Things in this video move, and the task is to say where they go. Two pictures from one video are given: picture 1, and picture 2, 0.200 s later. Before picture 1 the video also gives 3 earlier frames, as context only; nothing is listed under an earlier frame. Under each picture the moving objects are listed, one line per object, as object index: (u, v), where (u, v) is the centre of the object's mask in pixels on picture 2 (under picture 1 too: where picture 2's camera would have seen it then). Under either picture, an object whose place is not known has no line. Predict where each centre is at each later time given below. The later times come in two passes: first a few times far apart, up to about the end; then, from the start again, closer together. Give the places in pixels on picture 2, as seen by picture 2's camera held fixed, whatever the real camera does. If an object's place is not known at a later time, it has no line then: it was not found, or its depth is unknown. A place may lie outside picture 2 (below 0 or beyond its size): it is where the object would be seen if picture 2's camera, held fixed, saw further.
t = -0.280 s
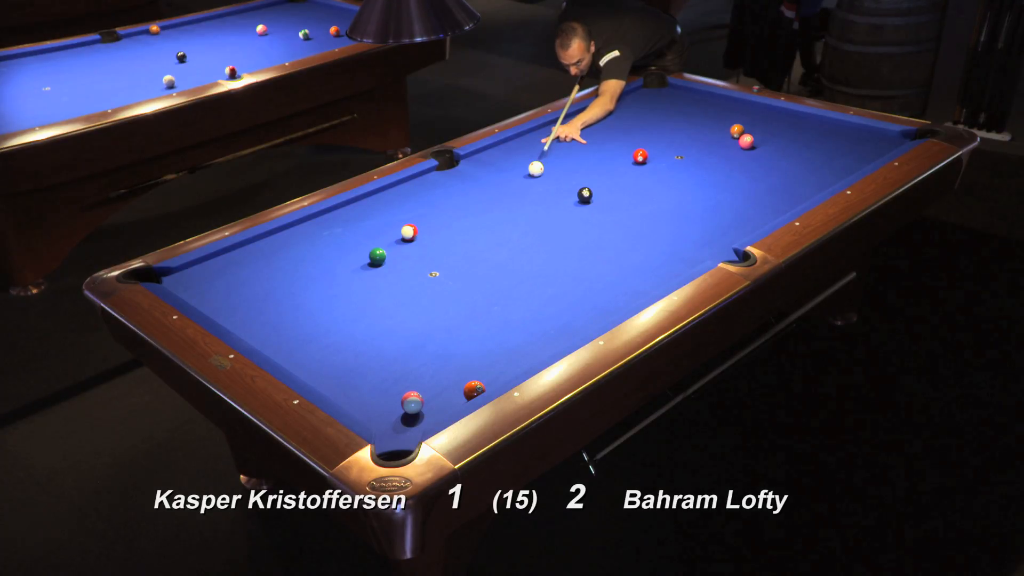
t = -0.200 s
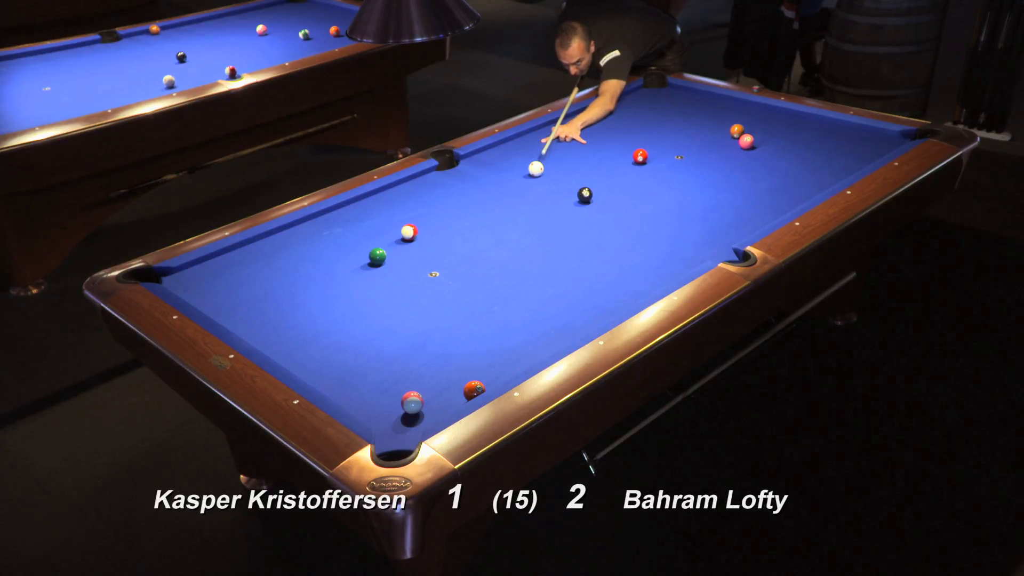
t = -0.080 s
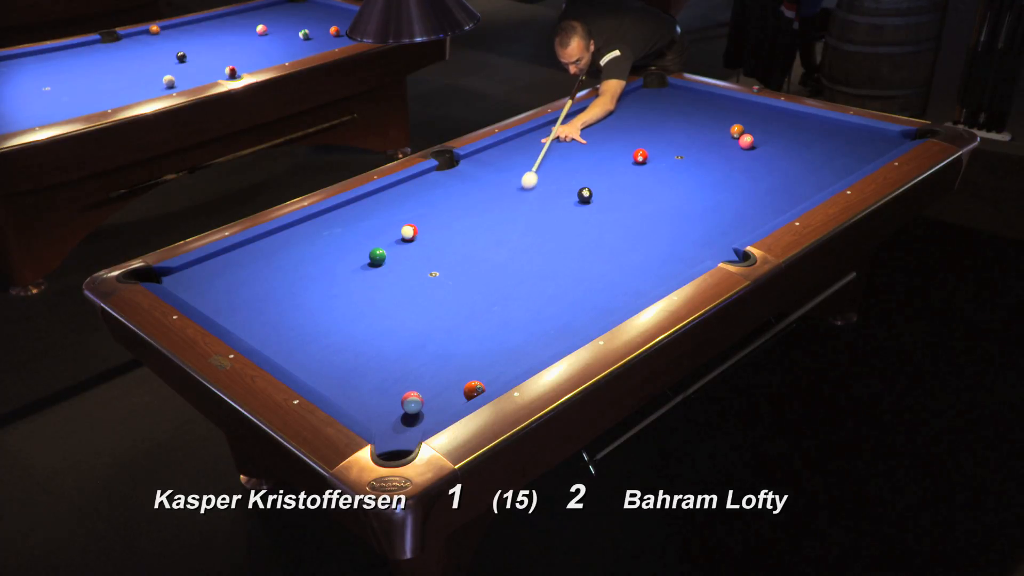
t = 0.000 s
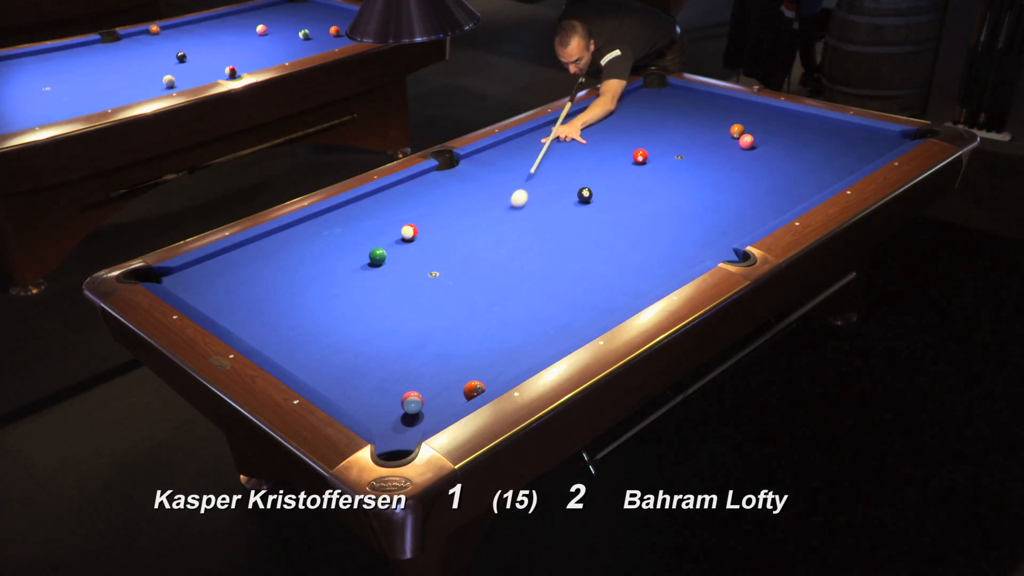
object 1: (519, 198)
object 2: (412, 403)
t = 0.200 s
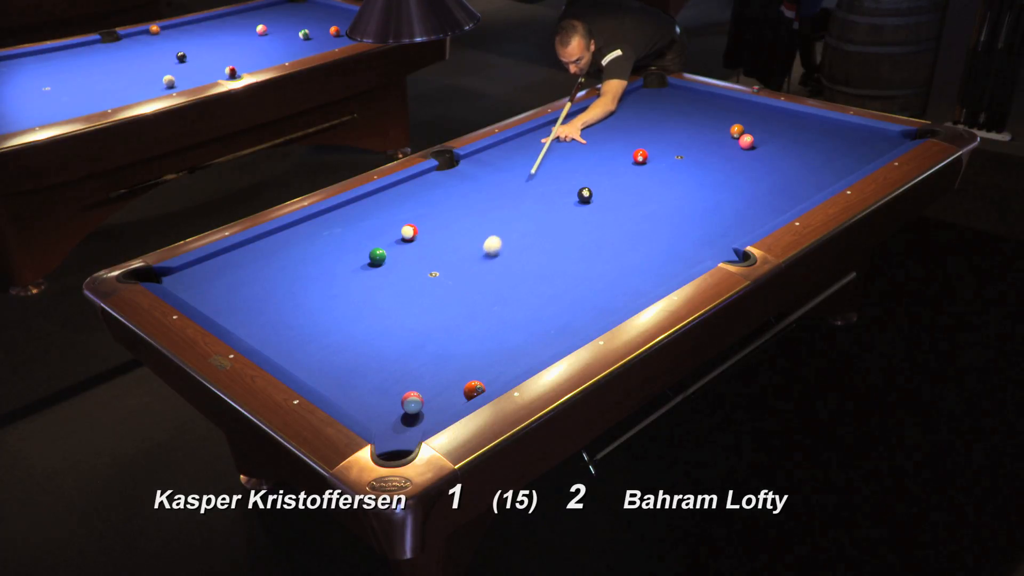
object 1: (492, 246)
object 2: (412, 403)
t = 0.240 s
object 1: (486, 256)
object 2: (412, 403)
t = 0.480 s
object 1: (446, 330)
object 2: (412, 403)
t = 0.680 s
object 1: (402, 391)
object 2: (413, 415)
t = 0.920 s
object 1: (364, 400)
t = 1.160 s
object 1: (385, 379)
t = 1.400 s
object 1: (404, 360)
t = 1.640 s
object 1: (422, 342)
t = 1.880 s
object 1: (437, 327)
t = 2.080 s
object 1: (449, 315)
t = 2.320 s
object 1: (461, 302)
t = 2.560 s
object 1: (473, 290)
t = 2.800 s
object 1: (483, 279)
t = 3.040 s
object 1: (492, 270)
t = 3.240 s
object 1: (499, 262)
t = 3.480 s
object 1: (506, 254)
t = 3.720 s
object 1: (512, 248)
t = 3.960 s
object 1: (517, 241)
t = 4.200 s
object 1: (522, 235)
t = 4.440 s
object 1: (526, 230)
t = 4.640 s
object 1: (529, 227)
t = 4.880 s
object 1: (532, 223)
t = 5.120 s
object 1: (534, 220)
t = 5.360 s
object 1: (536, 217)
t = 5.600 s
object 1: (537, 215)
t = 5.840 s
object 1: (539, 214)
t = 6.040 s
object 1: (539, 213)
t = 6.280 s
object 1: (540, 212)
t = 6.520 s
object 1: (540, 212)
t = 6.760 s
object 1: (540, 212)
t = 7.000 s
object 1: (540, 212)
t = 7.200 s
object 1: (540, 212)
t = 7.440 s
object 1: (540, 212)
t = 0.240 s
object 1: (486, 256)
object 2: (412, 403)
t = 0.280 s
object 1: (480, 266)
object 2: (412, 403)
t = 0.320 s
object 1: (474, 278)
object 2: (412, 403)
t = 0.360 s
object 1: (467, 291)
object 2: (412, 403)
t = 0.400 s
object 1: (460, 303)
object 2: (412, 403)
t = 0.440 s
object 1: (453, 316)
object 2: (412, 403)
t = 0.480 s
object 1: (446, 330)
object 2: (412, 403)
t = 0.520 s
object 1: (438, 344)
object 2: (412, 403)
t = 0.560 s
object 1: (430, 358)
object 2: (412, 403)
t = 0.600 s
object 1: (421, 372)
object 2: (412, 403)
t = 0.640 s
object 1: (412, 384)
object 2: (412, 403)
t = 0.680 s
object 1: (402, 391)
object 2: (413, 415)
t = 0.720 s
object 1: (391, 394)
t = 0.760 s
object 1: (381, 397)
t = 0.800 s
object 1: (371, 401)
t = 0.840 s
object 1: (361, 404)
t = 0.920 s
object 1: (364, 400)
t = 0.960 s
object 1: (368, 396)
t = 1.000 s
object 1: (371, 393)
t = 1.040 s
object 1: (375, 389)
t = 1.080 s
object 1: (378, 386)
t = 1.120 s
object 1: (382, 382)
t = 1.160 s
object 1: (385, 379)
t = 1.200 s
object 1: (389, 375)
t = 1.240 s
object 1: (392, 372)
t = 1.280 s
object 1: (395, 369)
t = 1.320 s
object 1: (399, 366)
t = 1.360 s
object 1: (401, 363)
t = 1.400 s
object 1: (404, 360)
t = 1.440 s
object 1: (408, 357)
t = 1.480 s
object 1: (411, 353)
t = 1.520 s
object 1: (413, 351)
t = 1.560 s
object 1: (416, 348)
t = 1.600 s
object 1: (419, 345)
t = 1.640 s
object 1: (422, 342)
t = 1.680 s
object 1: (424, 340)
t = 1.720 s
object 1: (427, 337)
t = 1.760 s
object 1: (430, 334)
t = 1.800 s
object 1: (432, 332)
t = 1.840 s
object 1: (435, 329)
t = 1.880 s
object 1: (437, 327)
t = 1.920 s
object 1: (440, 324)
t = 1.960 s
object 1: (442, 322)
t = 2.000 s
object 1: (444, 319)
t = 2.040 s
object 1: (447, 317)
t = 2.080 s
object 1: (449, 315)
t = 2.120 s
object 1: (451, 312)
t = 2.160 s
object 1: (453, 310)
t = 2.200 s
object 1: (455, 308)
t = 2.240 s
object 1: (457, 306)
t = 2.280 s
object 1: (460, 304)
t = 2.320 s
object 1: (461, 302)
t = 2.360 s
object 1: (463, 300)
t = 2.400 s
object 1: (465, 297)
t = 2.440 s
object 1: (467, 295)
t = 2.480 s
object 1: (469, 294)
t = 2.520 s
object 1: (471, 291)
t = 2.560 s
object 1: (473, 290)
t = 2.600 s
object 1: (474, 288)
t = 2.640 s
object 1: (476, 286)
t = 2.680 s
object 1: (478, 284)
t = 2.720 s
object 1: (479, 282)
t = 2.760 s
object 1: (481, 281)
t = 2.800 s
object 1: (483, 279)
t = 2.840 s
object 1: (485, 277)
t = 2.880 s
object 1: (486, 276)
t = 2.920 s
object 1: (487, 274)
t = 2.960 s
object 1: (489, 273)
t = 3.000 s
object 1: (490, 271)
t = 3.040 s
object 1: (492, 270)
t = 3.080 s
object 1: (493, 268)
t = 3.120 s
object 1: (495, 266)
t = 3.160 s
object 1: (496, 265)
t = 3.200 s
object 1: (497, 264)
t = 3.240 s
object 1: (499, 262)
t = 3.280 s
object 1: (500, 261)
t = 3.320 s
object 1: (501, 259)
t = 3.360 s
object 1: (502, 258)
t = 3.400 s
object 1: (504, 257)
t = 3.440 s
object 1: (505, 255)
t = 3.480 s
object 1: (506, 254)
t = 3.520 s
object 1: (507, 253)
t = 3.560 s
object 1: (508, 252)
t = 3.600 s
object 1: (509, 251)
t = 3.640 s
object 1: (510, 250)
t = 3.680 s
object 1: (511, 249)
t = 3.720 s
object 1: (512, 248)
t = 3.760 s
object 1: (513, 246)
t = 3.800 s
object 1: (514, 245)
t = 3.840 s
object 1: (515, 244)
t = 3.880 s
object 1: (516, 243)
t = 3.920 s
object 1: (517, 242)
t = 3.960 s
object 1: (517, 241)
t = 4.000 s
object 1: (518, 240)
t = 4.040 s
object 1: (519, 239)
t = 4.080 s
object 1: (520, 238)
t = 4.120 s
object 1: (521, 237)
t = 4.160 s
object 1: (521, 236)
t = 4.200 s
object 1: (522, 235)
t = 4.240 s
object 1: (523, 235)
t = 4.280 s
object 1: (523, 234)
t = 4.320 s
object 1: (524, 233)
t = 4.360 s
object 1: (524, 232)
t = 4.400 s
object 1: (525, 231)
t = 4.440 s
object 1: (526, 230)
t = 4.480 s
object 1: (526, 230)
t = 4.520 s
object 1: (527, 229)
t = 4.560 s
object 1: (528, 228)
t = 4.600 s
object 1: (528, 227)
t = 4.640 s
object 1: (529, 227)
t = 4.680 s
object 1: (529, 226)
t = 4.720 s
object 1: (530, 226)
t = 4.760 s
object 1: (530, 225)
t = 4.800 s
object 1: (531, 224)
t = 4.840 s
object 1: (531, 224)
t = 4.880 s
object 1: (532, 223)
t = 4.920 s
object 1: (532, 222)
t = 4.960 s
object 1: (533, 222)
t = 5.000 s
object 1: (533, 221)
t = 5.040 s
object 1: (533, 221)
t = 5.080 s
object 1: (534, 220)
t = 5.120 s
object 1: (534, 220)
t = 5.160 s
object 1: (535, 219)
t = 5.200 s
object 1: (535, 219)
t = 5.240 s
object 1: (535, 218)
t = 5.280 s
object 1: (536, 218)
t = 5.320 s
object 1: (536, 218)
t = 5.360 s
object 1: (536, 217)
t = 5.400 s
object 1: (537, 217)
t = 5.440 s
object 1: (537, 216)
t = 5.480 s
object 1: (537, 216)
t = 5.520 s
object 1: (537, 216)
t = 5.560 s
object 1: (537, 216)
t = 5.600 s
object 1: (537, 215)
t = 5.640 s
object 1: (538, 215)
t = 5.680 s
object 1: (538, 215)
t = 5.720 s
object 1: (538, 214)
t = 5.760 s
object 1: (538, 214)
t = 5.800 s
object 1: (538, 214)
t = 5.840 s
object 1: (539, 214)
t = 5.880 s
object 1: (539, 213)
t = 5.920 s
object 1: (539, 213)
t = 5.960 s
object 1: (539, 213)
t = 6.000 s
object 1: (539, 213)
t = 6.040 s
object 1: (539, 213)
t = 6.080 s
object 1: (539, 213)
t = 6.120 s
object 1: (539, 212)
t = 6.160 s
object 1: (539, 212)
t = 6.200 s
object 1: (539, 212)
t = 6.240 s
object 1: (540, 212)
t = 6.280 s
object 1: (540, 212)
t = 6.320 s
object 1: (540, 212)
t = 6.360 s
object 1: (540, 212)
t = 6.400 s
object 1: (540, 212)
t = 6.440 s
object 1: (540, 212)
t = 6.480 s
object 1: (540, 212)
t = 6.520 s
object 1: (540, 212)
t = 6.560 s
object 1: (540, 212)
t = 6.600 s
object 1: (540, 212)
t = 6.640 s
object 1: (540, 212)
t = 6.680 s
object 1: (540, 212)
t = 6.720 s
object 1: (540, 212)
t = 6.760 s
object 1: (540, 212)
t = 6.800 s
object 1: (540, 212)
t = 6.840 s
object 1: (540, 212)
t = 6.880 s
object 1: (540, 212)
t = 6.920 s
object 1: (540, 212)
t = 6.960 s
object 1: (540, 212)
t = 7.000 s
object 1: (540, 212)
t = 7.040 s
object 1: (540, 212)
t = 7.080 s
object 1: (540, 212)
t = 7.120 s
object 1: (540, 212)
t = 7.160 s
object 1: (540, 212)
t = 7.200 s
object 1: (540, 212)
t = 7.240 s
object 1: (540, 212)
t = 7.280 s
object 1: (540, 212)
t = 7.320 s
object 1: (540, 212)
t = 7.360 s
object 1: (540, 212)
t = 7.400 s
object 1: (540, 212)
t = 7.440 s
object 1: (540, 212)
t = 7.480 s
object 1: (540, 212)
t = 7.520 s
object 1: (540, 212)
